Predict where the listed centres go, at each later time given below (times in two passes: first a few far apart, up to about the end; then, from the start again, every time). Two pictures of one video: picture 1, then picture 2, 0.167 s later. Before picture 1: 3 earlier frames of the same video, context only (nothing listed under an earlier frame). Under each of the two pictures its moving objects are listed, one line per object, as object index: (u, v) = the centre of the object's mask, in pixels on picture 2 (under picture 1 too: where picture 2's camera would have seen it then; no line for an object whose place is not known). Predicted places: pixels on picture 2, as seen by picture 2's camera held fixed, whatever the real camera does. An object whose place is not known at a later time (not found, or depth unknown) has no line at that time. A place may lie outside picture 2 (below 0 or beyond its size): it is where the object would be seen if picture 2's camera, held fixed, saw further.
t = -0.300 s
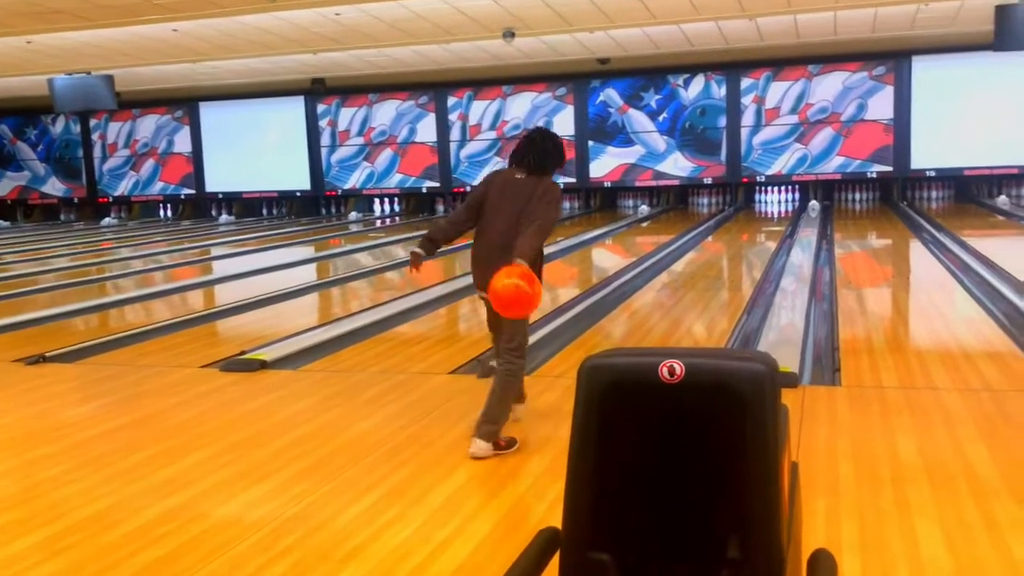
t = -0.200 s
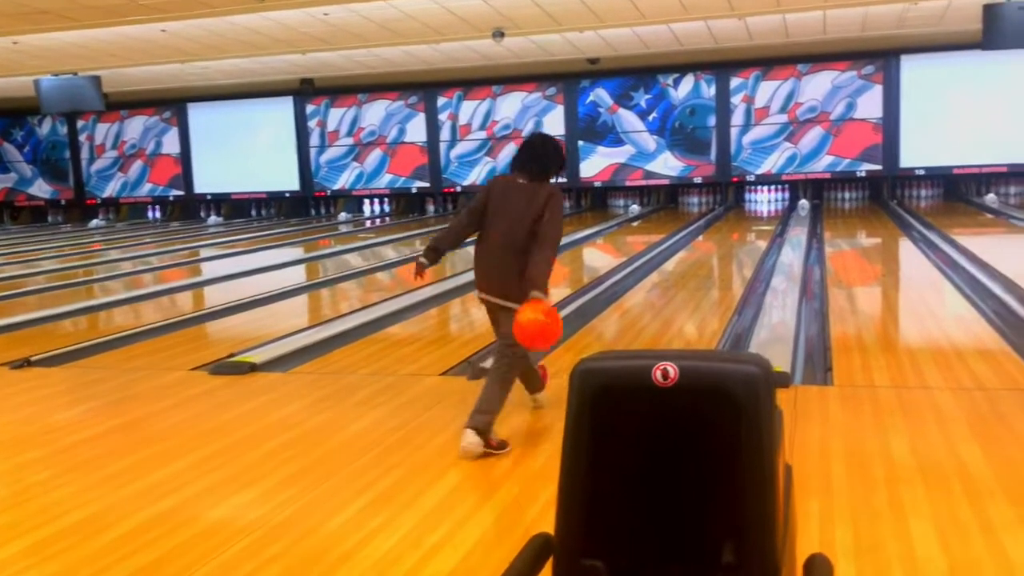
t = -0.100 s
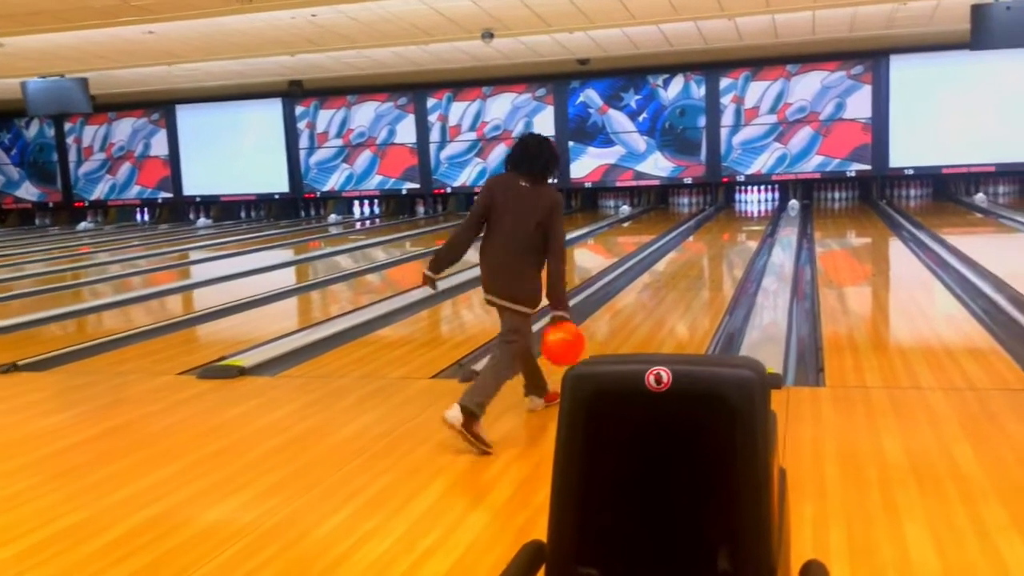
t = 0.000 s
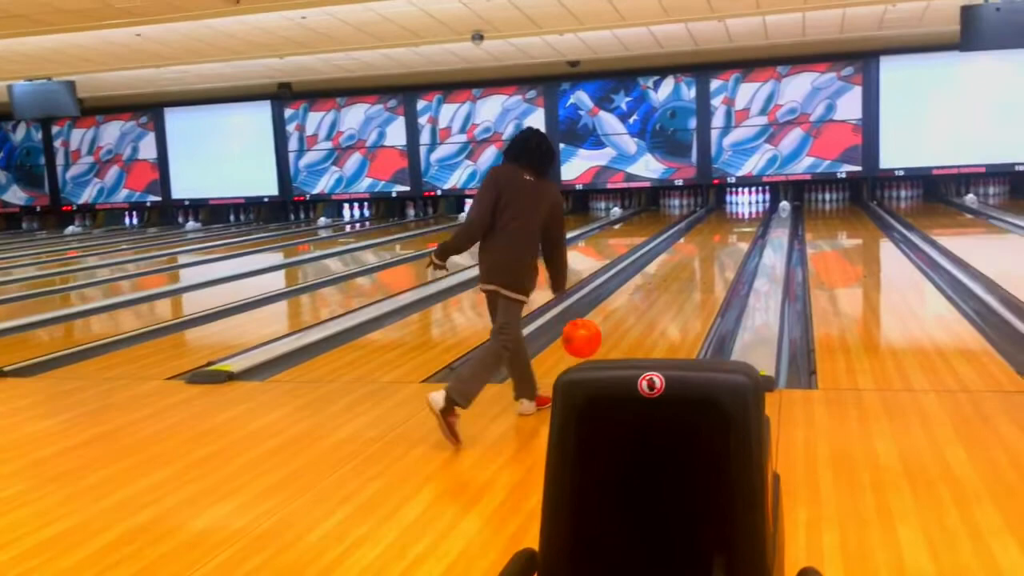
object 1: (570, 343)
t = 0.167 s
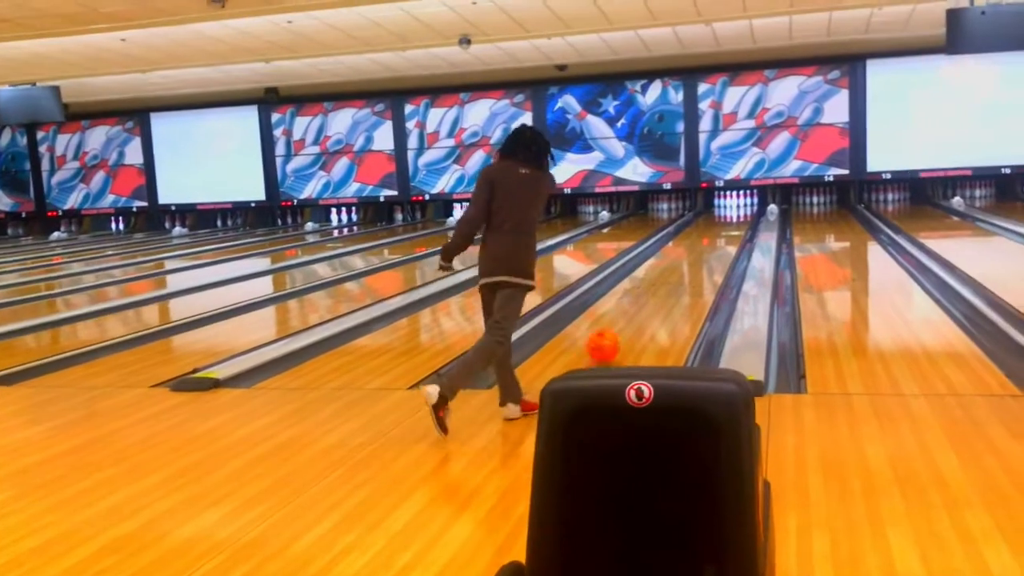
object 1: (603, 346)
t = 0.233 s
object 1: (612, 331)
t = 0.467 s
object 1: (637, 304)
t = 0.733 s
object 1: (657, 278)
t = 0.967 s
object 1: (668, 264)
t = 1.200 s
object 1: (679, 250)
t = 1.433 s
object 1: (688, 241)
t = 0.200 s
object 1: (607, 338)
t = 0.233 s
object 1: (612, 331)
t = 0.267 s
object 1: (616, 328)
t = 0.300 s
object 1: (620, 325)
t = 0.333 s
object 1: (624, 322)
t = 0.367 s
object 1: (628, 317)
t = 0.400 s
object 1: (631, 312)
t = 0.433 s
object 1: (634, 308)
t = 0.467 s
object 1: (637, 304)
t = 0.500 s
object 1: (640, 301)
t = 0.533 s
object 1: (642, 297)
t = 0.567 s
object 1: (645, 294)
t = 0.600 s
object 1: (647, 291)
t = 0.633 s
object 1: (650, 287)
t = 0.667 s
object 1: (652, 284)
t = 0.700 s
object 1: (654, 282)
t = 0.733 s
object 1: (657, 278)
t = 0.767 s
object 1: (659, 276)
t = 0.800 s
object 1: (660, 274)
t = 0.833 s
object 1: (662, 272)
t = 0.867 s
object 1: (664, 269)
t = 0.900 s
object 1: (666, 267)
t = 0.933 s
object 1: (668, 266)
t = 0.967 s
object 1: (668, 264)
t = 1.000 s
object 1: (670, 261)
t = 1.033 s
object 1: (672, 258)
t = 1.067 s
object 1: (674, 255)
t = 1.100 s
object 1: (675, 254)
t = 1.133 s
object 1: (676, 254)
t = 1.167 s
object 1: (678, 252)
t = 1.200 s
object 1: (679, 250)
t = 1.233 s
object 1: (681, 249)
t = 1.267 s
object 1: (682, 247)
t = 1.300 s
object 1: (684, 246)
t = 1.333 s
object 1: (685, 245)
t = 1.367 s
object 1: (686, 243)
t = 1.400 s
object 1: (686, 242)
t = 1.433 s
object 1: (688, 241)
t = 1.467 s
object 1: (688, 240)
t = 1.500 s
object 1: (689, 239)
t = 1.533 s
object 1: (690, 238)
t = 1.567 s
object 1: (691, 235)
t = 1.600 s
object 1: (692, 235)
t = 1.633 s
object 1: (693, 234)
